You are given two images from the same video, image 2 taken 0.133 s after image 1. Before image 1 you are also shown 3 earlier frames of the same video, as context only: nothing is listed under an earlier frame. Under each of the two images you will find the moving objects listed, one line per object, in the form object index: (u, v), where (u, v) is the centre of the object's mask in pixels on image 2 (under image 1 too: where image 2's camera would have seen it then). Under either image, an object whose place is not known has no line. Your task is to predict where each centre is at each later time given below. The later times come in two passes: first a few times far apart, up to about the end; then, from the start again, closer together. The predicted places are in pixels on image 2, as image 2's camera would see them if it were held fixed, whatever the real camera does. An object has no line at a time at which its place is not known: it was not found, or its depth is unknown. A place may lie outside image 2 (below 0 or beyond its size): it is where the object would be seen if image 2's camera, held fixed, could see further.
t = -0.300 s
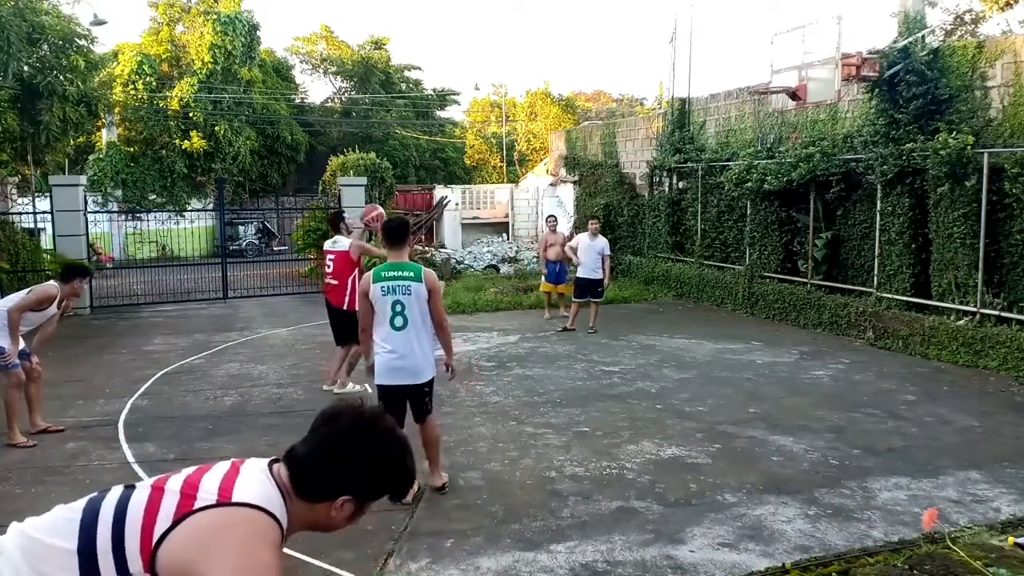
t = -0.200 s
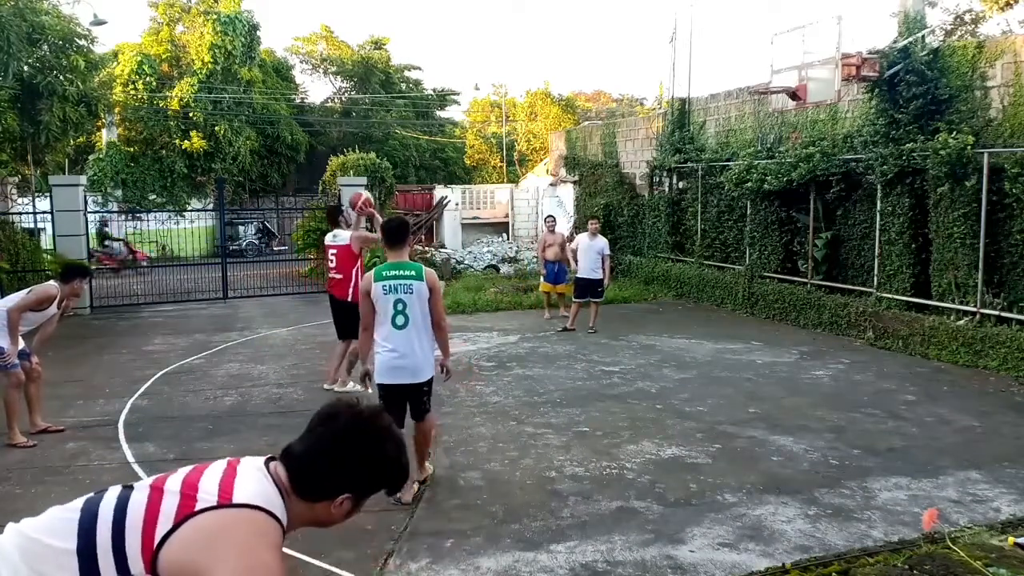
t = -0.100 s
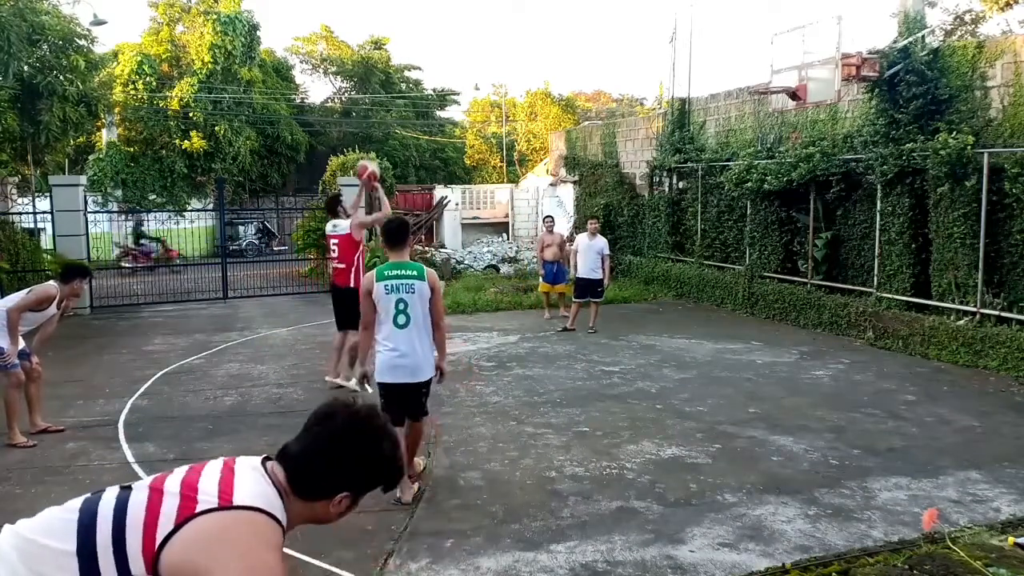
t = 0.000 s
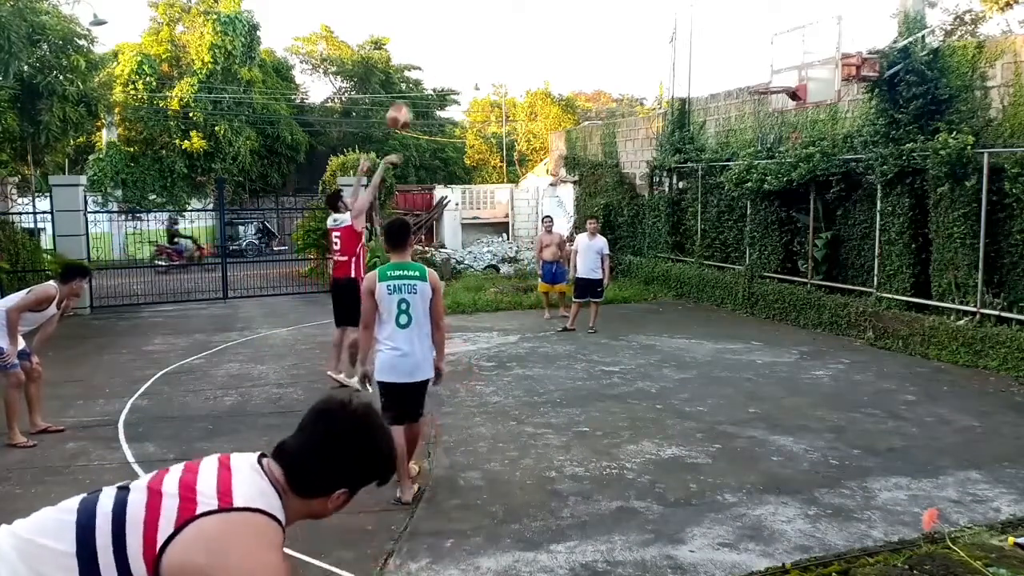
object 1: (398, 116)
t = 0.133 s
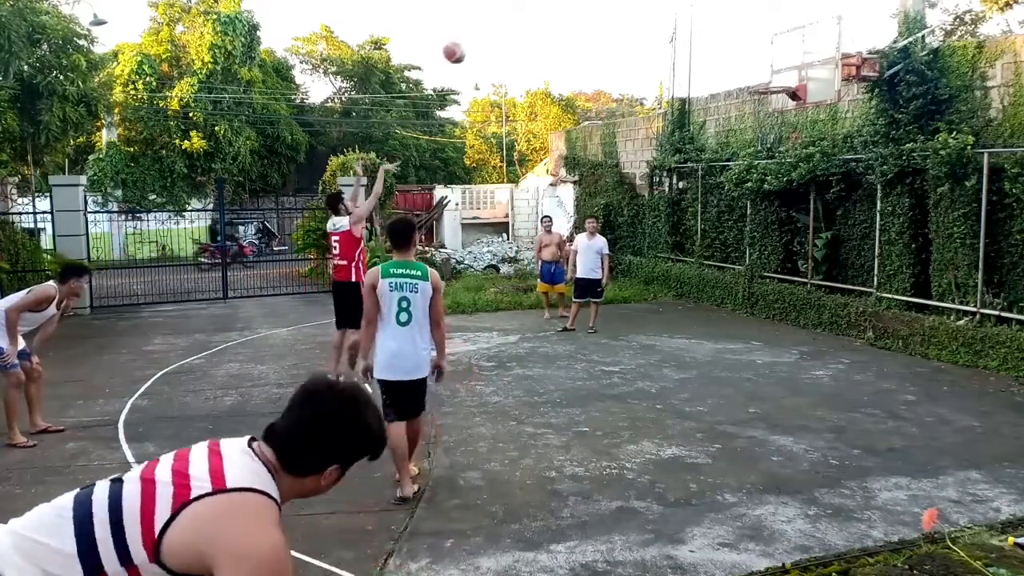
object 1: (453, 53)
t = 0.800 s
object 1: (704, 6)
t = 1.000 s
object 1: (770, 70)
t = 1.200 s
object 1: (780, 81)
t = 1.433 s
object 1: (773, 73)
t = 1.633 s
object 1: (768, 87)
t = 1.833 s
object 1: (764, 116)
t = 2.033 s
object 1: (771, 143)
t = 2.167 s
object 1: (775, 179)
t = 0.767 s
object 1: (693, 2)
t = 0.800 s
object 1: (704, 6)
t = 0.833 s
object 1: (716, 11)
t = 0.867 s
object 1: (727, 21)
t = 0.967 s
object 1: (760, 57)
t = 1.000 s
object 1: (770, 70)
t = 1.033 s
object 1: (780, 84)
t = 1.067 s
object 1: (769, 86)
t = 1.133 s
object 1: (762, 89)
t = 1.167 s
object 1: (772, 84)
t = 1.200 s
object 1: (780, 81)
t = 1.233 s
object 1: (782, 78)
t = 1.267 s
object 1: (780, 75)
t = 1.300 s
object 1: (779, 73)
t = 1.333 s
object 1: (778, 71)
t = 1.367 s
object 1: (776, 70)
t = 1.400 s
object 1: (775, 70)
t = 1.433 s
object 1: (773, 73)
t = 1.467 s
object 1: (772, 75)
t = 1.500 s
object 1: (771, 78)
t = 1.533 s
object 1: (770, 82)
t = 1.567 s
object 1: (768, 82)
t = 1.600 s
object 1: (769, 82)
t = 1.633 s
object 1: (768, 87)
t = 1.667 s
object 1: (768, 88)
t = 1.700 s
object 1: (765, 95)
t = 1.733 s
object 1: (765, 99)
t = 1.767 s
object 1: (764, 105)
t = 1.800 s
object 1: (764, 112)
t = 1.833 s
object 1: (764, 116)
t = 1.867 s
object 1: (764, 120)
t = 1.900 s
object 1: (765, 122)
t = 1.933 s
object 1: (767, 125)
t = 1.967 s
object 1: (767, 130)
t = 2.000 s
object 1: (770, 136)
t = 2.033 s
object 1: (771, 143)
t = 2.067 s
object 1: (771, 150)
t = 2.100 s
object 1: (773, 158)
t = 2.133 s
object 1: (774, 168)
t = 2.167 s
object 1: (775, 179)
